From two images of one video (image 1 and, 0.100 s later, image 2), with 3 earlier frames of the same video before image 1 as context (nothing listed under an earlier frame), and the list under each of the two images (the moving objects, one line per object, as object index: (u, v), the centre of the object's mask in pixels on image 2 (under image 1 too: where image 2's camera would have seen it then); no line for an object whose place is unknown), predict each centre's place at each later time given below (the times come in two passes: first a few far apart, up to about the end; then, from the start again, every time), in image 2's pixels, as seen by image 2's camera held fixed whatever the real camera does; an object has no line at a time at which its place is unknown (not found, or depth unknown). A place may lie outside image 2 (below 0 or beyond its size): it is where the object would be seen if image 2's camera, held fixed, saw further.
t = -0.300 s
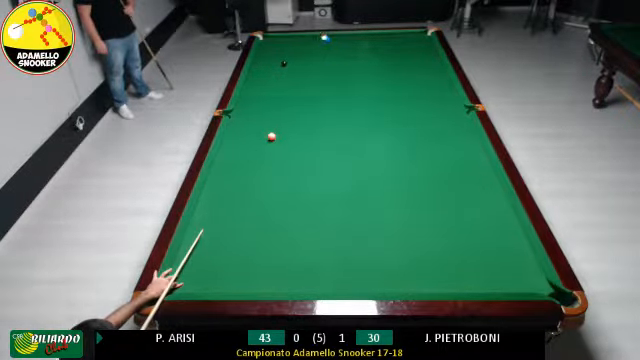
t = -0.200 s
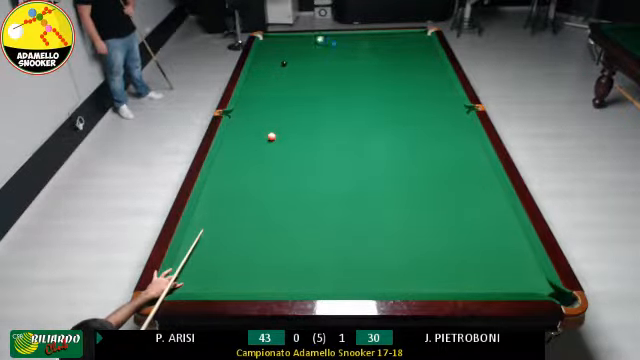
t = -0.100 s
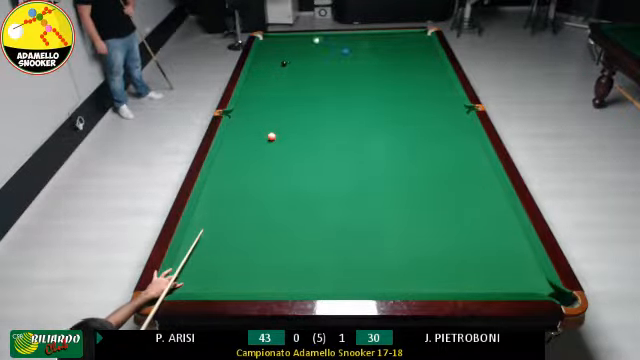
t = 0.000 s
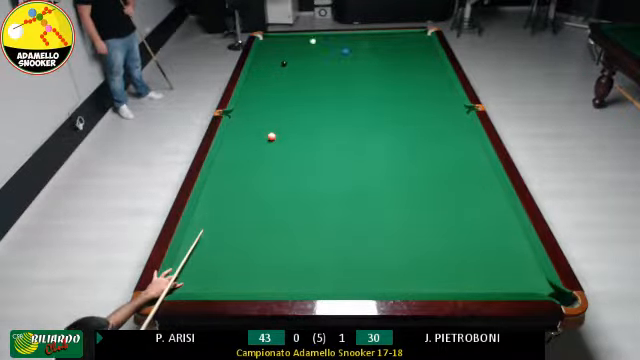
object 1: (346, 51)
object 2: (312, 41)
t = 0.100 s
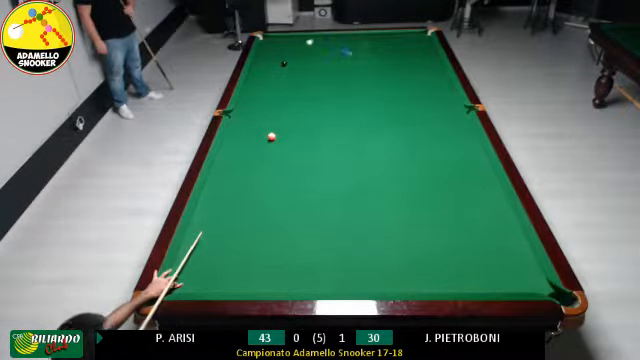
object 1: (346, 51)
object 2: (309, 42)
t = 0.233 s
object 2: (305, 43)
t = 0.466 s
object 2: (298, 45)
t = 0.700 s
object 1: (388, 79)
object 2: (290, 47)
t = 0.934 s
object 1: (404, 89)
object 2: (283, 49)
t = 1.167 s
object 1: (420, 100)
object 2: (276, 52)
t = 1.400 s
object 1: (439, 113)
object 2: (270, 53)
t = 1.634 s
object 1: (455, 124)
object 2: (265, 55)
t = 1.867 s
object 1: (474, 139)
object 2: (258, 57)
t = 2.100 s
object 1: (472, 151)
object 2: (256, 58)
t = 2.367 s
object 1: (468, 166)
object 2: (258, 59)
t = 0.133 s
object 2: (308, 42)
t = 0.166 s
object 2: (307, 42)
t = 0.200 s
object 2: (306, 43)
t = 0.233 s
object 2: (305, 43)
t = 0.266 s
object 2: (304, 43)
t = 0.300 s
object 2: (302, 44)
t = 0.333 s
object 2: (302, 44)
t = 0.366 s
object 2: (300, 45)
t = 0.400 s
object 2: (299, 45)
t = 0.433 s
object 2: (298, 45)
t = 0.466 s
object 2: (298, 45)
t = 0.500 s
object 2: (296, 46)
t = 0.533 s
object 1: (377, 71)
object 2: (295, 46)
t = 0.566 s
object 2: (295, 46)
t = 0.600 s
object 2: (293, 46)
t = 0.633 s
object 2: (292, 47)
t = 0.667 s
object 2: (291, 47)
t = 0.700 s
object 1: (388, 79)
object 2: (290, 47)
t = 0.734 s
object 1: (390, 80)
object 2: (290, 47)
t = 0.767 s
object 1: (392, 81)
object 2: (288, 48)
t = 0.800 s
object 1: (395, 83)
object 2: (287, 48)
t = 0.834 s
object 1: (397, 84)
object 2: (286, 49)
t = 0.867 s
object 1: (400, 86)
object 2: (285, 49)
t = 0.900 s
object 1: (401, 87)
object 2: (284, 49)
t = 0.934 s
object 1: (404, 89)
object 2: (283, 49)
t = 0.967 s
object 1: (406, 90)
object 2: (281, 50)
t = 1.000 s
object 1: (408, 92)
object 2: (281, 51)
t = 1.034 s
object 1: (411, 94)
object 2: (280, 51)
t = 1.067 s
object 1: (413, 96)
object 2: (279, 51)
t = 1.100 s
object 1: (415, 97)
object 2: (278, 51)
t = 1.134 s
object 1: (419, 99)
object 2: (277, 51)
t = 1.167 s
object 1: (420, 100)
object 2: (276, 52)
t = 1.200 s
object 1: (423, 102)
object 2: (275, 52)
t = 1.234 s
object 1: (426, 104)
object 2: (274, 52)
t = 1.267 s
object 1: (428, 106)
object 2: (274, 52)
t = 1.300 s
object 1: (431, 107)
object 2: (272, 53)
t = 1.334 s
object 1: (433, 109)
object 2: (272, 53)
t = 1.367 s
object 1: (435, 110)
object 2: (271, 53)
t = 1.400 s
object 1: (439, 113)
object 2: (270, 53)
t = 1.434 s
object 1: (441, 115)
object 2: (269, 54)
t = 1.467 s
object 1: (444, 116)
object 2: (269, 54)
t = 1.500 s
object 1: (445, 117)
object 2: (267, 54)
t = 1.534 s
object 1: (450, 120)
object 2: (266, 54)
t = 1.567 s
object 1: (453, 122)
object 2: (266, 55)
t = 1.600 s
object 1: (455, 123)
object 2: (265, 55)
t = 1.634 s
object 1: (455, 124)
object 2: (265, 55)
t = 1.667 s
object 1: (459, 129)
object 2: (263, 56)
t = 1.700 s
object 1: (465, 131)
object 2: (262, 56)
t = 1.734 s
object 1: (467, 132)
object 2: (261, 56)
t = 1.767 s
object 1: (470, 133)
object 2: (261, 56)
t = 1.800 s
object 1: (473, 135)
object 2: (260, 56)
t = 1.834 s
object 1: (474, 137)
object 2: (259, 57)
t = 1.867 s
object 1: (474, 139)
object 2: (258, 57)
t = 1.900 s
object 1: (474, 139)
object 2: (258, 57)
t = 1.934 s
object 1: (473, 142)
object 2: (257, 58)
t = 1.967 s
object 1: (473, 144)
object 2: (256, 58)
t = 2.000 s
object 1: (474, 146)
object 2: (256, 58)
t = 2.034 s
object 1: (472, 148)
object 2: (256, 58)
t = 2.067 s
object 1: (471, 150)
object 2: (256, 58)
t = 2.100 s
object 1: (472, 151)
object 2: (256, 58)
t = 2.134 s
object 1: (471, 153)
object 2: (256, 58)
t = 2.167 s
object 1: (471, 155)
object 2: (256, 58)
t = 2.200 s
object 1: (471, 157)
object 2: (256, 58)
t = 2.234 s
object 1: (470, 158)
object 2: (257, 59)
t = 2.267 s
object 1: (470, 160)
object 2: (257, 59)
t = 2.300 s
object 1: (469, 162)
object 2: (258, 59)
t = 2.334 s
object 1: (469, 164)
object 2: (258, 59)
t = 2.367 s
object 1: (468, 166)
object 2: (258, 59)
